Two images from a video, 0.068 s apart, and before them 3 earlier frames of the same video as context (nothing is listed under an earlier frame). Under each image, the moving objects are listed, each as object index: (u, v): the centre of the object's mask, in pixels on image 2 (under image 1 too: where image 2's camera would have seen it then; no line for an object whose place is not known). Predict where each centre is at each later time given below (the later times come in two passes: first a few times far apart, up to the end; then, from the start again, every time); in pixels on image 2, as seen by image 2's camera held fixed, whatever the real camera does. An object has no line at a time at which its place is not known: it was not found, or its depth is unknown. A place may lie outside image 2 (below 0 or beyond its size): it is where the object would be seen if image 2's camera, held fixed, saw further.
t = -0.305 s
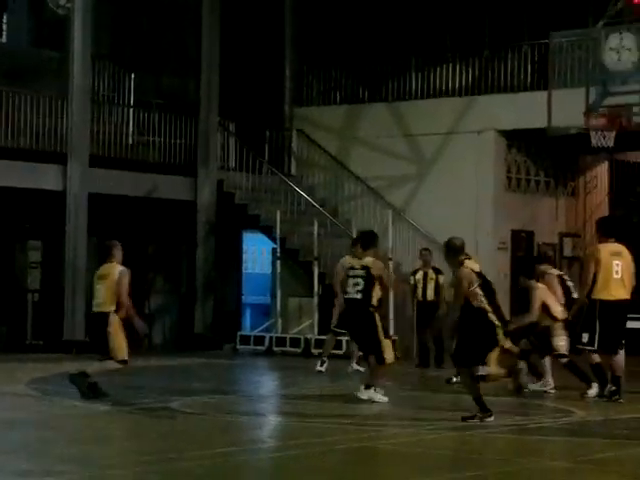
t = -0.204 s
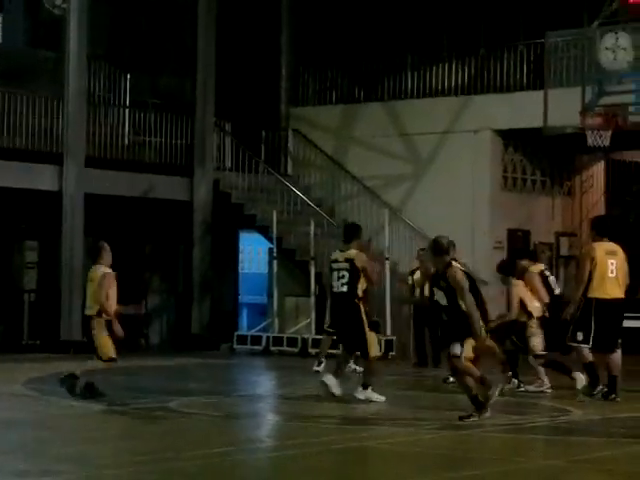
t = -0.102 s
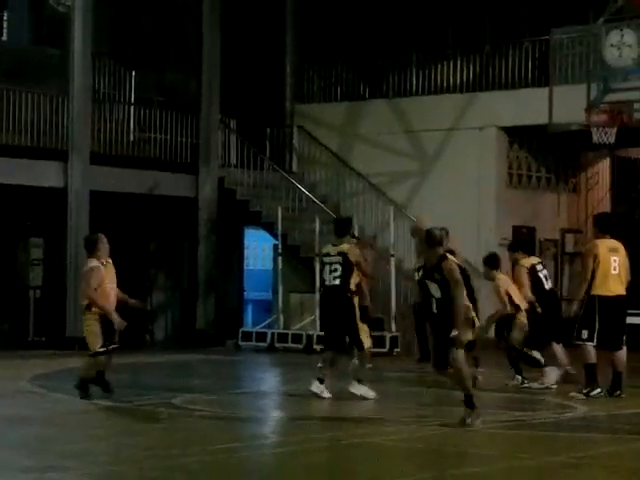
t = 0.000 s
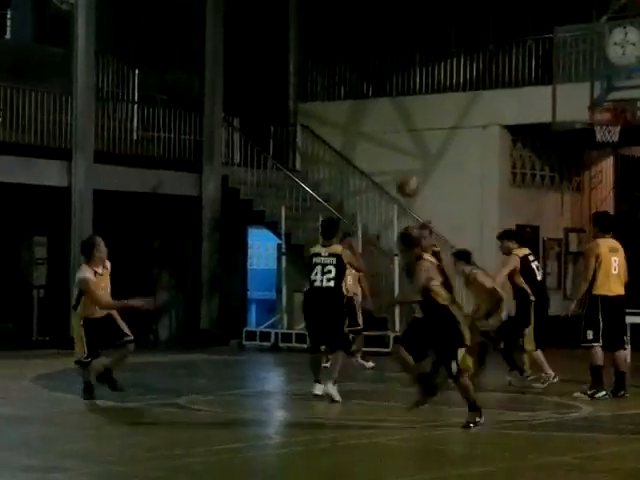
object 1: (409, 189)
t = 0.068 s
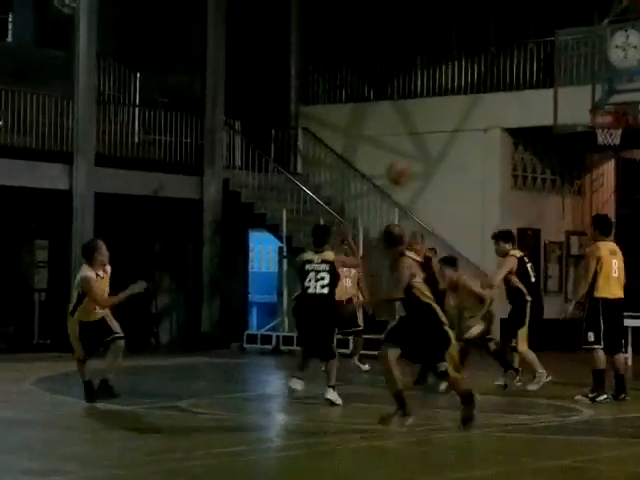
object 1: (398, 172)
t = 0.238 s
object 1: (370, 143)
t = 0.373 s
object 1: (343, 139)
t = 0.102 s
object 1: (394, 167)
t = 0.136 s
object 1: (388, 160)
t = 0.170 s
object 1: (382, 154)
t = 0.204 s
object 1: (376, 148)
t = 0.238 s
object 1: (370, 143)
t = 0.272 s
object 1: (363, 141)
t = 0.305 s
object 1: (356, 141)
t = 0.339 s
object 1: (350, 139)
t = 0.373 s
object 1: (343, 139)
